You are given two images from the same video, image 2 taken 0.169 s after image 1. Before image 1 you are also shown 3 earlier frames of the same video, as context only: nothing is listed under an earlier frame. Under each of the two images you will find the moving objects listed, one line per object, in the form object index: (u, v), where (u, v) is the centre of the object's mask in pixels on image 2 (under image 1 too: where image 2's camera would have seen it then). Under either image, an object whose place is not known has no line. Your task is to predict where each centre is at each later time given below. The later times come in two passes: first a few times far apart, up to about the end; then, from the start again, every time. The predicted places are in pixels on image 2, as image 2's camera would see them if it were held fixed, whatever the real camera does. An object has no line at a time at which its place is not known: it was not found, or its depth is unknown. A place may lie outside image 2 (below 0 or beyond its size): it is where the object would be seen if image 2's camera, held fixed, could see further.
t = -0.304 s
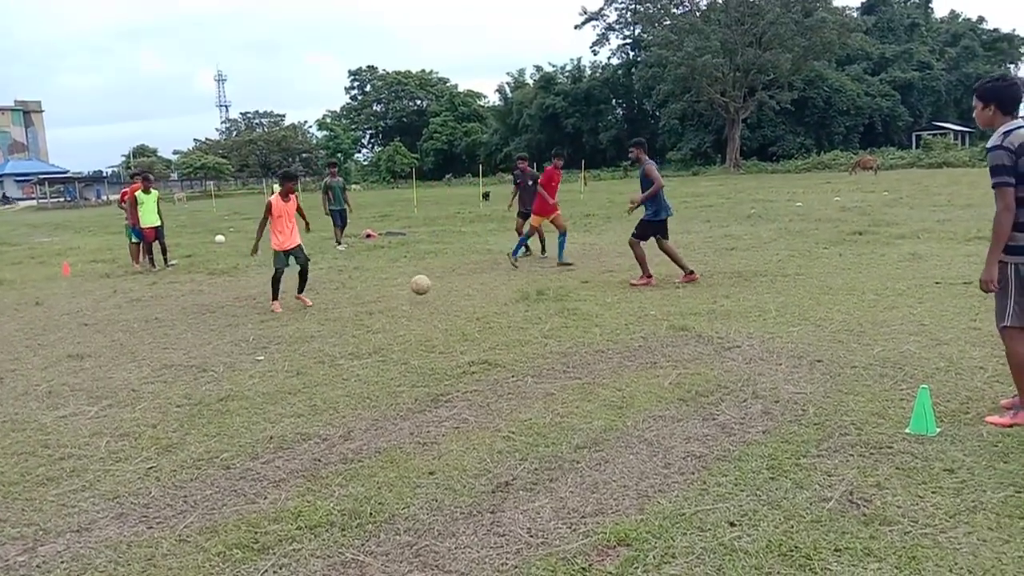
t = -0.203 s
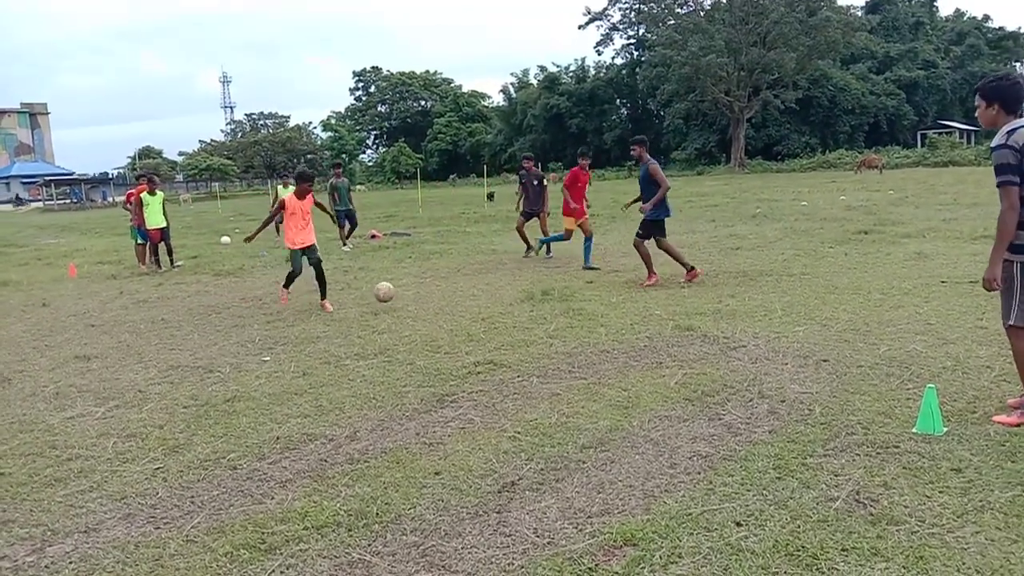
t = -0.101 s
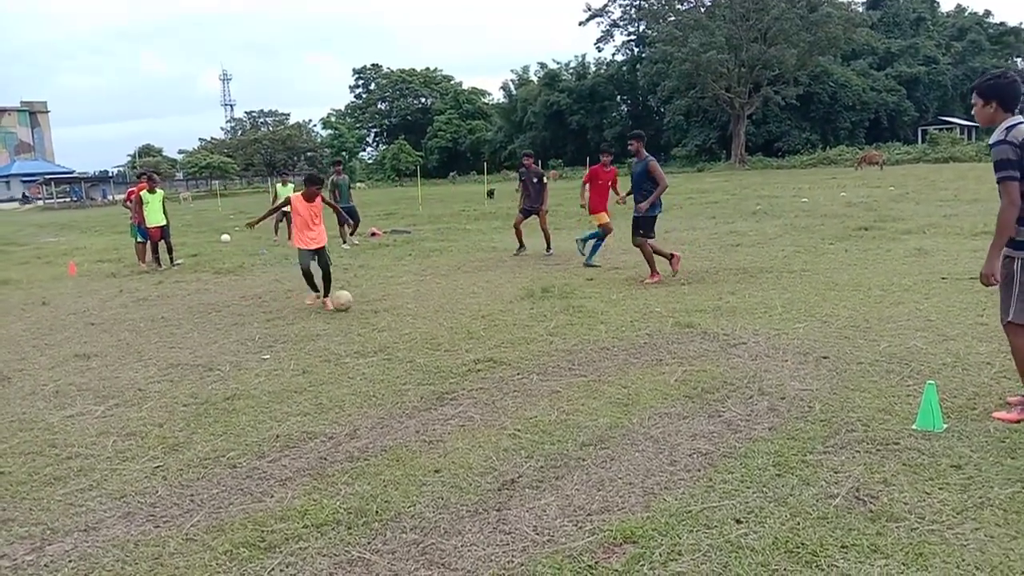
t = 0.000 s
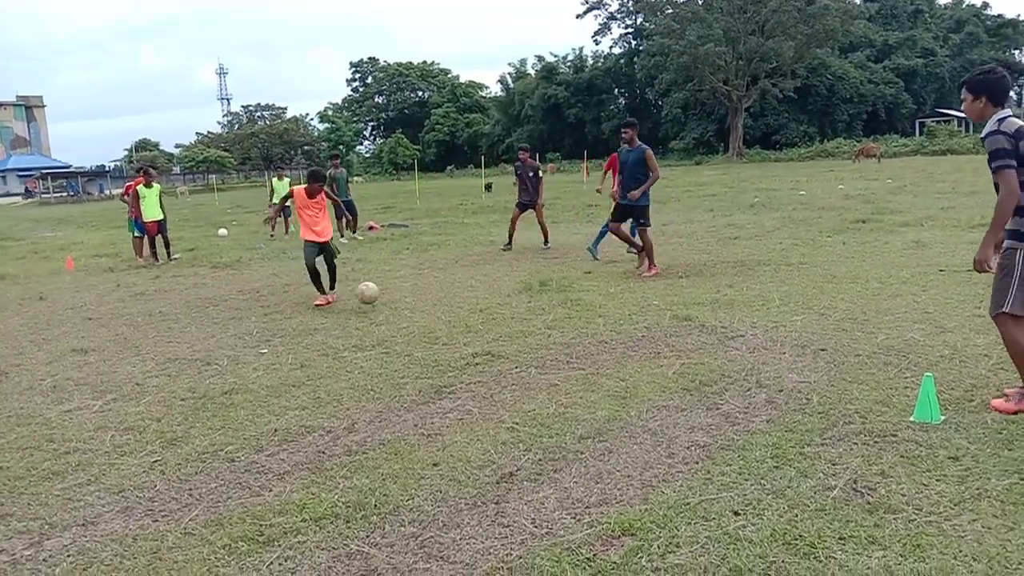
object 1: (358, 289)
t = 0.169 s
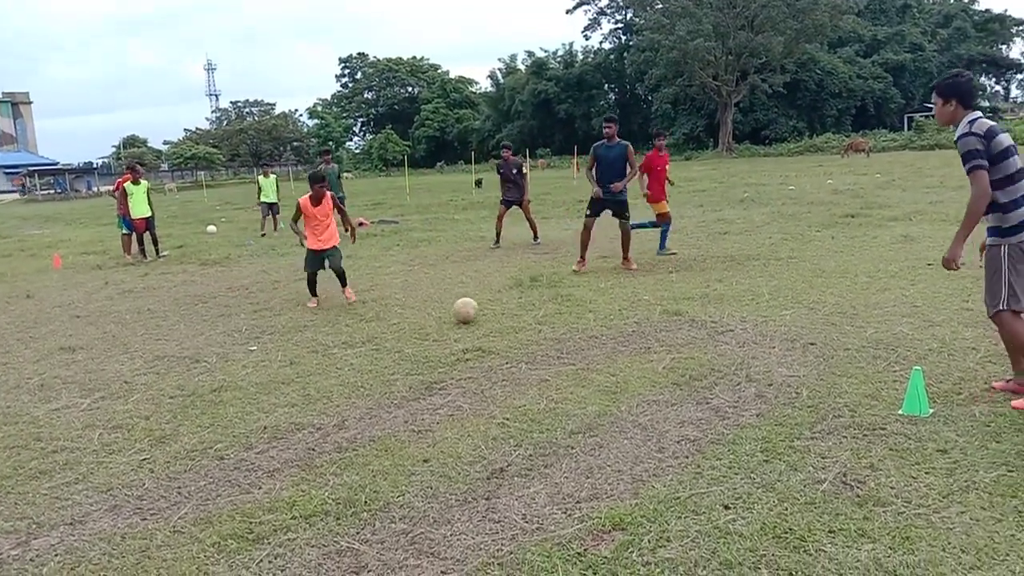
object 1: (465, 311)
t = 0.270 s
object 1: (530, 312)
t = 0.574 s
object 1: (742, 327)
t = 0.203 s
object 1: (487, 312)
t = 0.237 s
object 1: (508, 311)
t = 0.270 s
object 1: (530, 312)
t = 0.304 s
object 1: (552, 314)
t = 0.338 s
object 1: (577, 318)
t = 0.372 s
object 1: (603, 323)
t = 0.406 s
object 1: (631, 332)
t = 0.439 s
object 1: (659, 339)
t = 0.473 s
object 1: (677, 334)
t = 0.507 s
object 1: (698, 331)
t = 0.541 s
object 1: (720, 328)
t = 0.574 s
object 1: (742, 327)
